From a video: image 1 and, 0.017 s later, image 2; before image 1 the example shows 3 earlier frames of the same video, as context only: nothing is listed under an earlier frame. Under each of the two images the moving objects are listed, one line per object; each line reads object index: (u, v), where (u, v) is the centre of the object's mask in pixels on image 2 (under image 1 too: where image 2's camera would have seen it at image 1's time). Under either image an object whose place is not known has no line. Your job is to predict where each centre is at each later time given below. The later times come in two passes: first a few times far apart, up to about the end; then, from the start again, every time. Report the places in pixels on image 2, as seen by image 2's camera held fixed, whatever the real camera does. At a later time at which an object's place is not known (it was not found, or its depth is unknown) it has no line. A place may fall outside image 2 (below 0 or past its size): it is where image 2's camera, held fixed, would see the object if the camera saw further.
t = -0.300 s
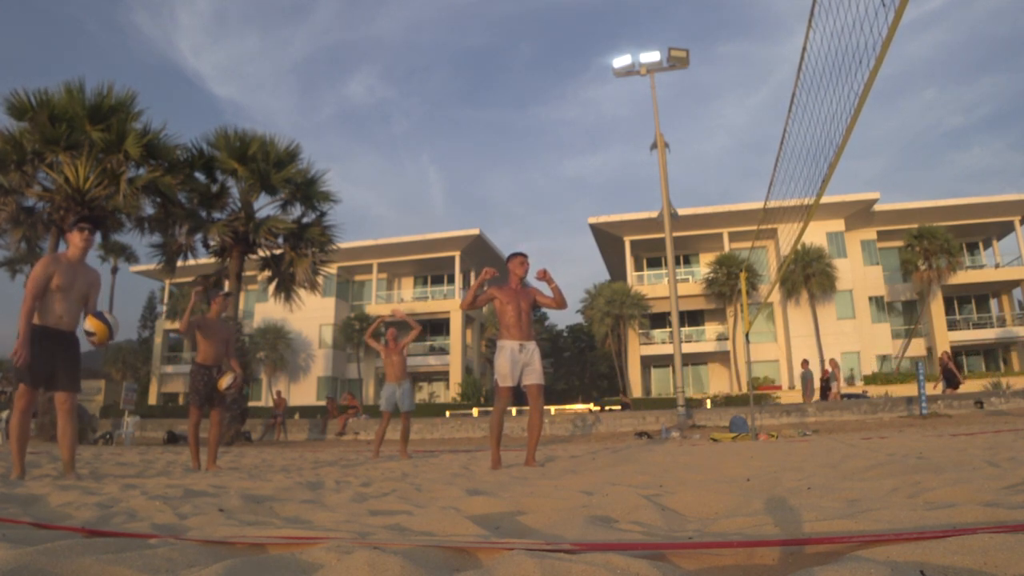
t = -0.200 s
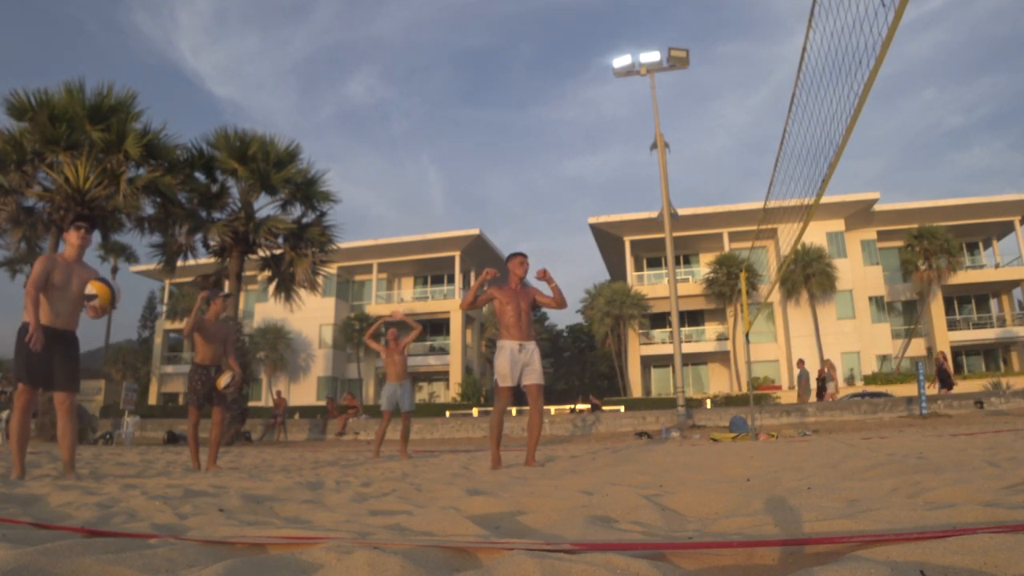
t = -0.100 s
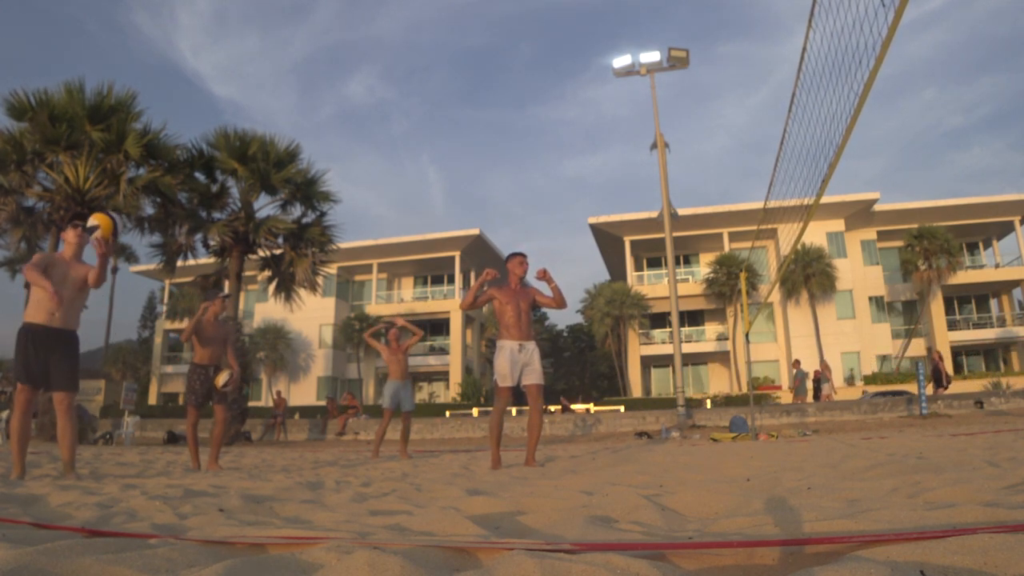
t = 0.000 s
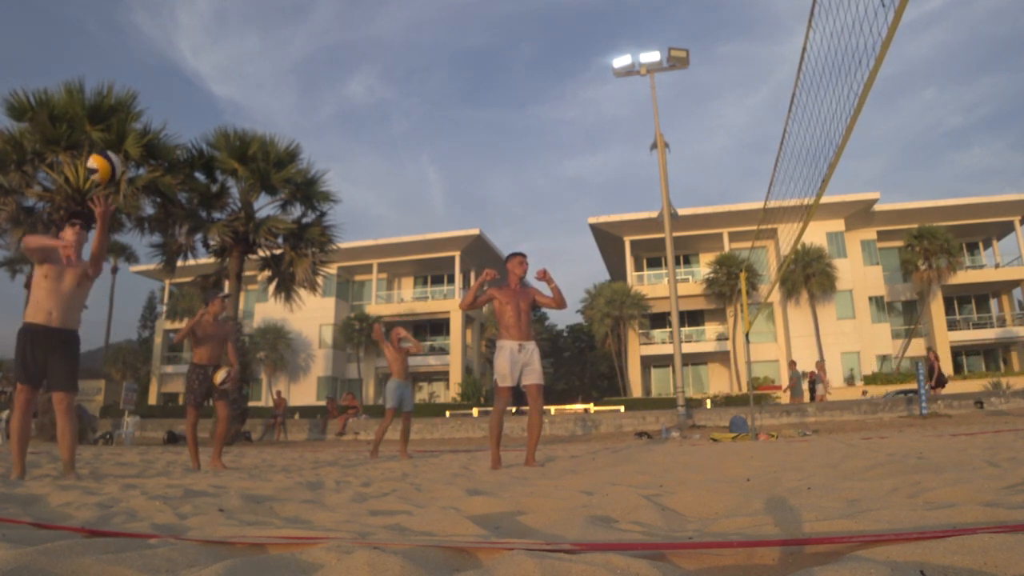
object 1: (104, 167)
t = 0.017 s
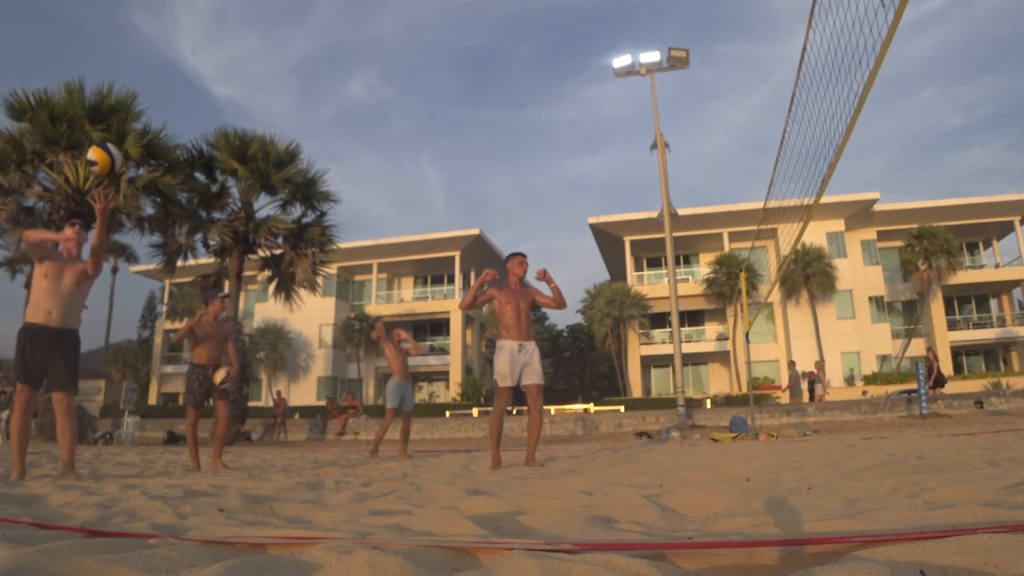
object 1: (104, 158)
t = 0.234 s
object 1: (96, 88)
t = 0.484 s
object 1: (75, 84)
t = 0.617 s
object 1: (57, 116)
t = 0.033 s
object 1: (104, 150)
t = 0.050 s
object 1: (103, 143)
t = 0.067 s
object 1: (103, 136)
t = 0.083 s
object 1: (102, 129)
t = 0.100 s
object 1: (102, 123)
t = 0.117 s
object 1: (102, 117)
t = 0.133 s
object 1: (101, 112)
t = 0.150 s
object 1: (100, 107)
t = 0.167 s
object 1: (99, 103)
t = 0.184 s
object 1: (99, 98)
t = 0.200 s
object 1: (98, 95)
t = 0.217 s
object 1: (97, 91)
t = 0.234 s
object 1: (96, 88)
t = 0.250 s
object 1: (95, 86)
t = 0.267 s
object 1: (95, 84)
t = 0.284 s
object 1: (93, 81)
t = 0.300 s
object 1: (92, 80)
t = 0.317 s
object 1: (91, 78)
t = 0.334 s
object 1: (90, 77)
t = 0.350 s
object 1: (88, 77)
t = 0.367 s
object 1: (87, 77)
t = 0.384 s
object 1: (86, 77)
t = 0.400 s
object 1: (84, 77)
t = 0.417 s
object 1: (82, 77)
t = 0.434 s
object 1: (81, 78)
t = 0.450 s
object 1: (78, 80)
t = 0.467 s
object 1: (77, 82)
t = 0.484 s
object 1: (75, 84)
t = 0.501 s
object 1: (73, 86)
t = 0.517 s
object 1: (71, 89)
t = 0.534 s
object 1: (69, 93)
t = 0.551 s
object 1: (66, 96)
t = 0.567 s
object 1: (64, 101)
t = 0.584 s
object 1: (61, 106)
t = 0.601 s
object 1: (59, 111)
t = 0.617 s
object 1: (57, 116)
